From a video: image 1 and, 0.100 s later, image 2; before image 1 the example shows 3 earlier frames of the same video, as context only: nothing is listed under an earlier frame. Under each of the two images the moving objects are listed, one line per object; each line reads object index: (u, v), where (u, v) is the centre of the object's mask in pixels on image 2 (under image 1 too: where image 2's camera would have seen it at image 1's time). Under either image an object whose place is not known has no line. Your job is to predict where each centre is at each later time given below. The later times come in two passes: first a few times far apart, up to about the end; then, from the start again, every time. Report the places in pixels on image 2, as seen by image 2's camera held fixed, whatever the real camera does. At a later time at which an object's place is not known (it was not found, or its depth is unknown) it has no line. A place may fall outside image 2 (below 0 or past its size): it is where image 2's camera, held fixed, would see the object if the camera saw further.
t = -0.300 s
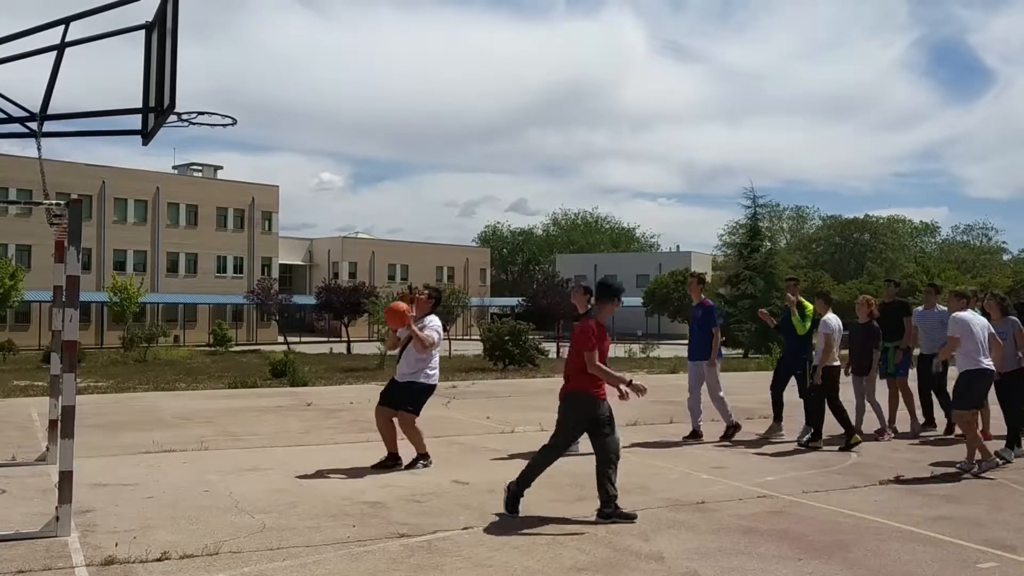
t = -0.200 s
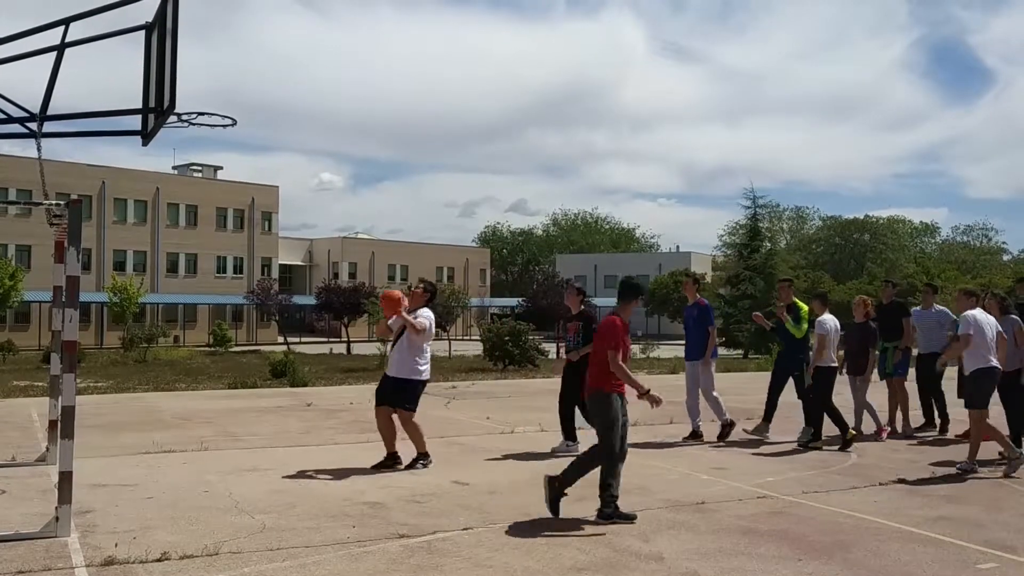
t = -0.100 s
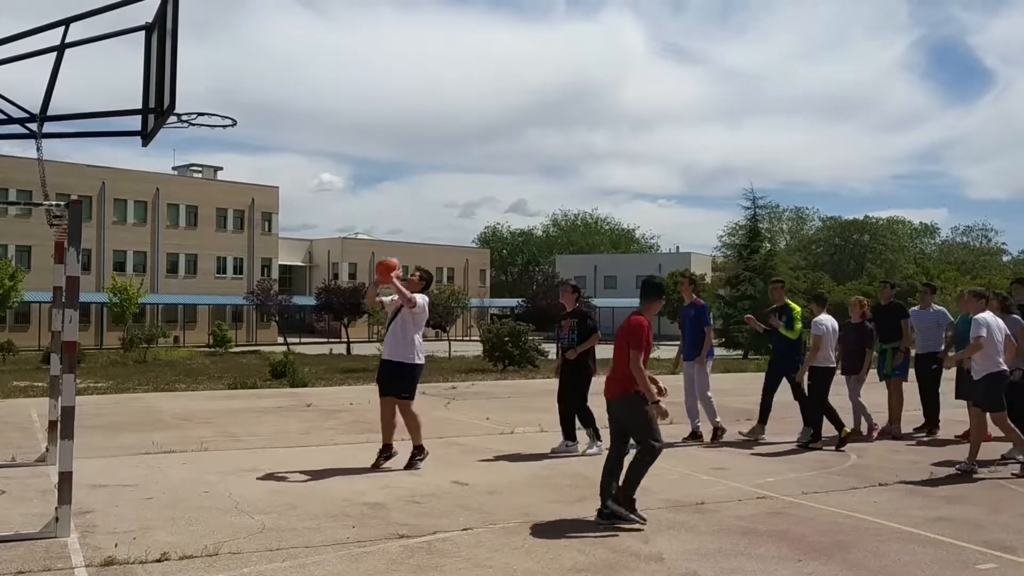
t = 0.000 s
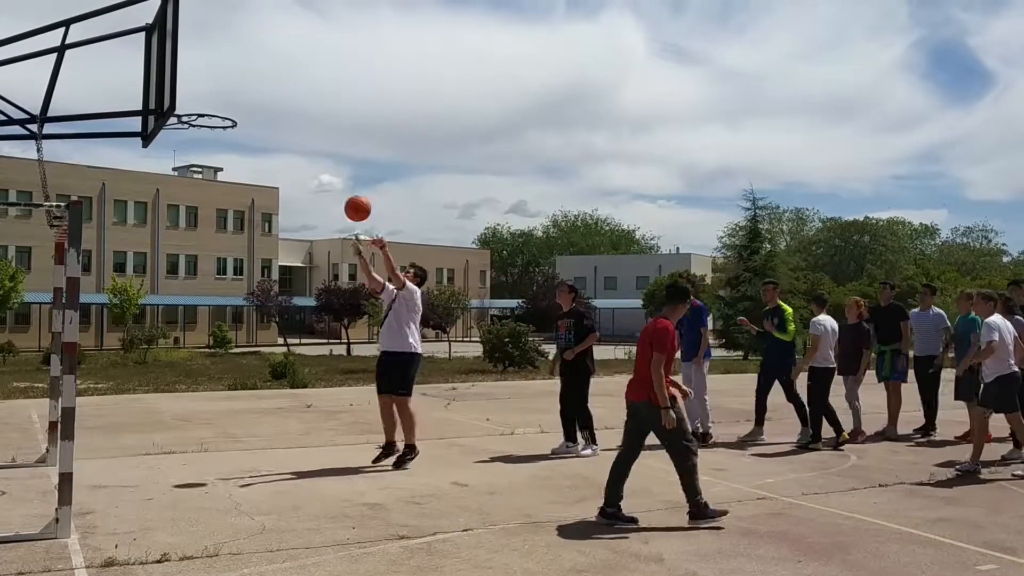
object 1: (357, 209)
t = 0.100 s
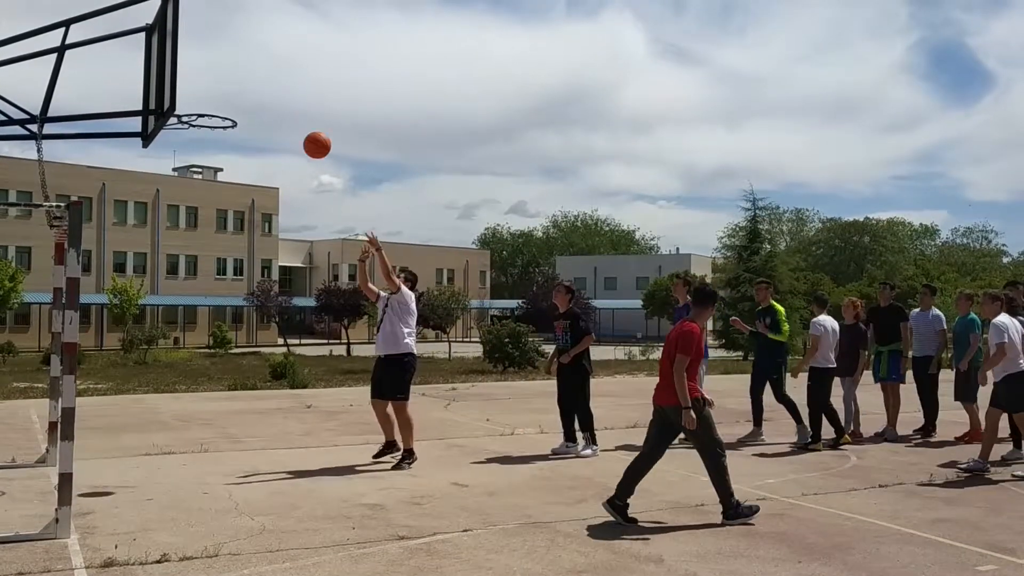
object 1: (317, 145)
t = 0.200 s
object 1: (274, 89)
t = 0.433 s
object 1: (197, 10)
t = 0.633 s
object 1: (277, 33)
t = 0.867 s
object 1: (364, 119)
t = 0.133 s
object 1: (303, 126)
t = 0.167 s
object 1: (289, 107)
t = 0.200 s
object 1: (274, 89)
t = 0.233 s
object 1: (260, 73)
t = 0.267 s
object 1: (245, 58)
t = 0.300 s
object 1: (229, 44)
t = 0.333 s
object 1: (214, 31)
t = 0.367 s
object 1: (199, 19)
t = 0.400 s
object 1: (188, 11)
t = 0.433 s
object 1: (197, 10)
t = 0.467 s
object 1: (211, 10)
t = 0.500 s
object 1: (225, 12)
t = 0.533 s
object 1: (238, 15)
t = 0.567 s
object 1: (251, 19)
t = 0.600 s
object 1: (264, 26)
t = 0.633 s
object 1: (277, 33)
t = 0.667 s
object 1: (290, 42)
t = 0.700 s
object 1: (302, 52)
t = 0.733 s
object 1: (315, 63)
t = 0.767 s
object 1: (327, 75)
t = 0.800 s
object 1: (340, 89)
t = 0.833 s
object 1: (352, 103)
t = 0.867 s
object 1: (364, 119)
